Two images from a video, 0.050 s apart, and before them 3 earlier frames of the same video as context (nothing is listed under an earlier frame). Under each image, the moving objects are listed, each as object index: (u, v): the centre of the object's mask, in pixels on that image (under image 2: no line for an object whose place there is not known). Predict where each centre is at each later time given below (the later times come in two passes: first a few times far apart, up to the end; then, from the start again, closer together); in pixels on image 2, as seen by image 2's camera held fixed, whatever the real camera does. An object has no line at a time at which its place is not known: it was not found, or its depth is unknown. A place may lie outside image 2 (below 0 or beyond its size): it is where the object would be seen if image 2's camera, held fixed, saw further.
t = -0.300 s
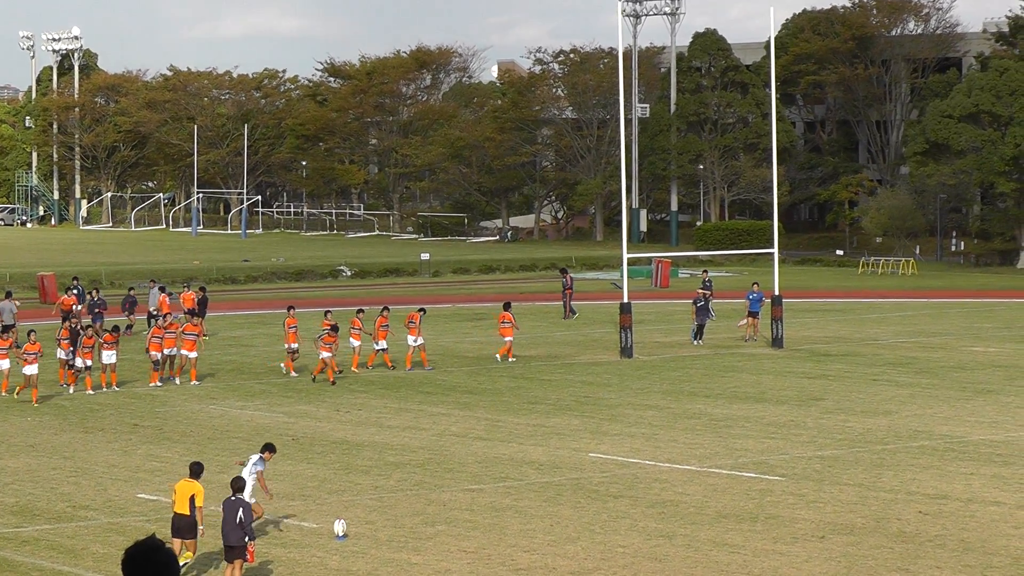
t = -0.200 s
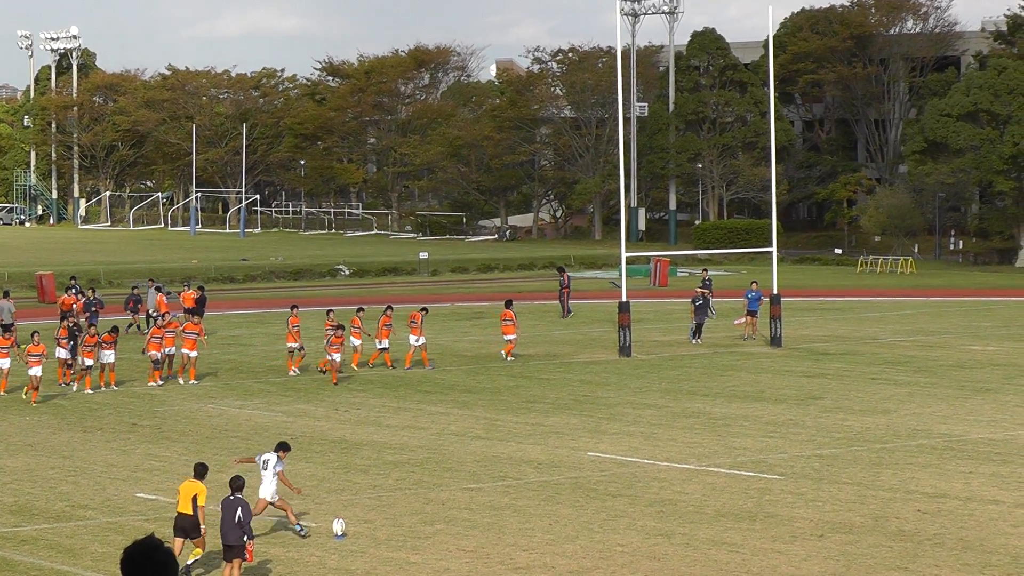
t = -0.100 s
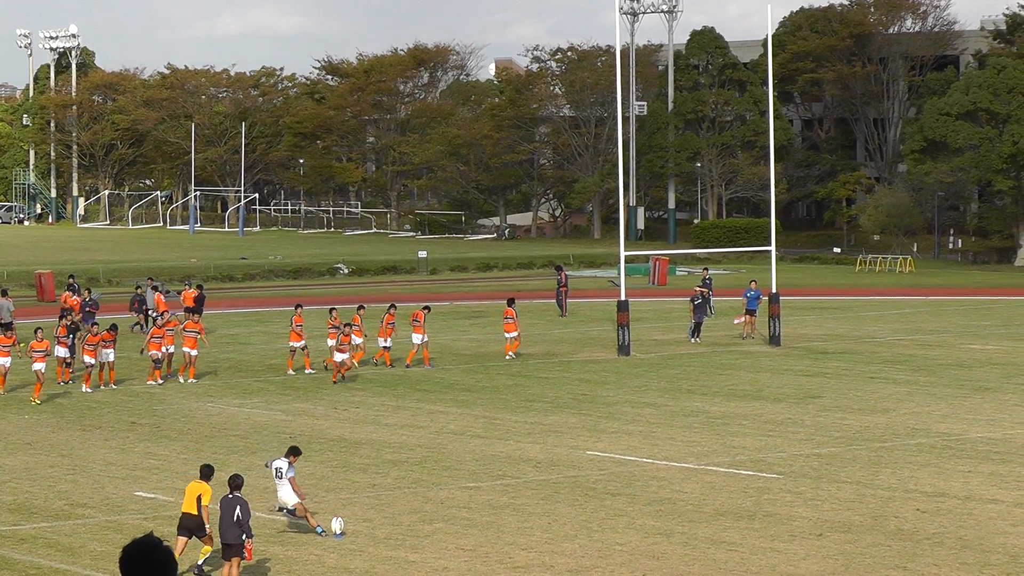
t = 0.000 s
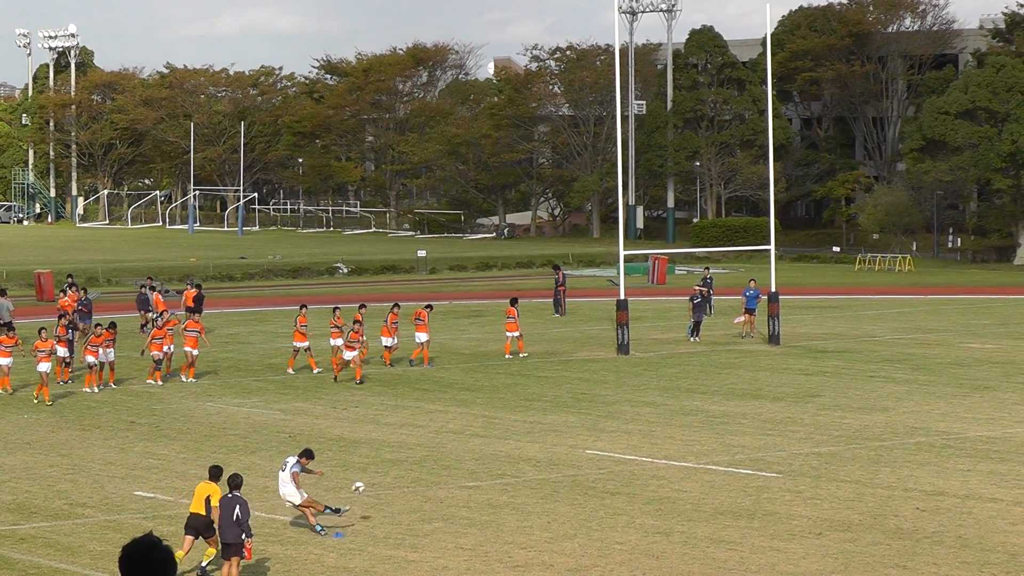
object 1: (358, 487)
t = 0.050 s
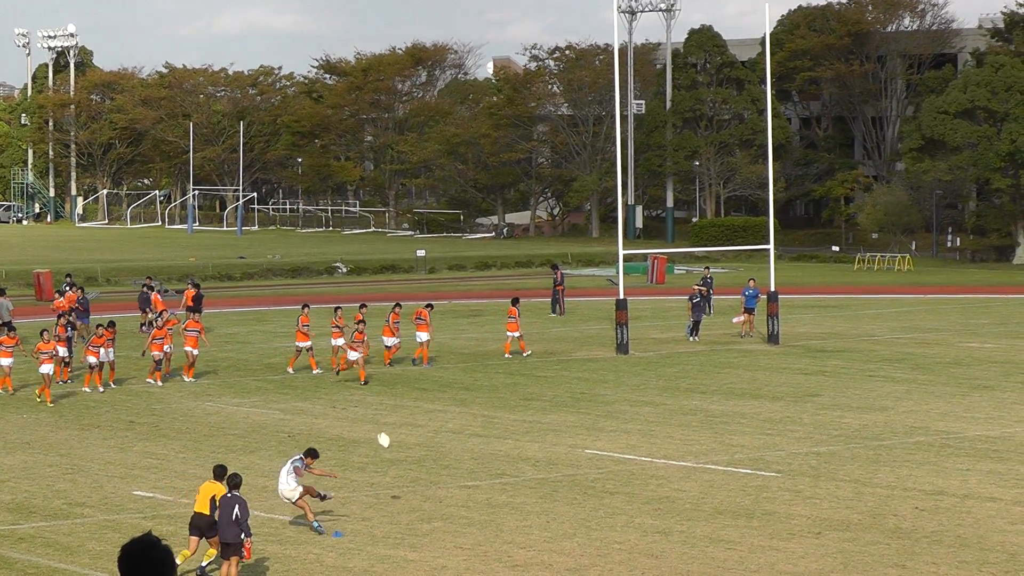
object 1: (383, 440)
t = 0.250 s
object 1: (468, 282)
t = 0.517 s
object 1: (545, 133)
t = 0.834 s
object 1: (610, 23)
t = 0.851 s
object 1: (612, 19)
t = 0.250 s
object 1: (468, 282)
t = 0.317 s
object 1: (490, 239)
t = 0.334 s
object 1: (495, 228)
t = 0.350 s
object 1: (501, 218)
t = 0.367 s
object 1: (505, 209)
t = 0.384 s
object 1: (510, 199)
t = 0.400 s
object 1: (515, 191)
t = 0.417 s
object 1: (520, 182)
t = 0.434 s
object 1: (525, 173)
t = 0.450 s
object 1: (529, 165)
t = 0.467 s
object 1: (534, 156)
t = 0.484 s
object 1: (537, 148)
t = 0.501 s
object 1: (542, 141)
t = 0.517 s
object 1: (545, 133)
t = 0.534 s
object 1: (550, 125)
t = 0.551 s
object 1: (554, 118)
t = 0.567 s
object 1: (558, 111)
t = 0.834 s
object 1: (610, 23)
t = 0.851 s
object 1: (612, 19)
